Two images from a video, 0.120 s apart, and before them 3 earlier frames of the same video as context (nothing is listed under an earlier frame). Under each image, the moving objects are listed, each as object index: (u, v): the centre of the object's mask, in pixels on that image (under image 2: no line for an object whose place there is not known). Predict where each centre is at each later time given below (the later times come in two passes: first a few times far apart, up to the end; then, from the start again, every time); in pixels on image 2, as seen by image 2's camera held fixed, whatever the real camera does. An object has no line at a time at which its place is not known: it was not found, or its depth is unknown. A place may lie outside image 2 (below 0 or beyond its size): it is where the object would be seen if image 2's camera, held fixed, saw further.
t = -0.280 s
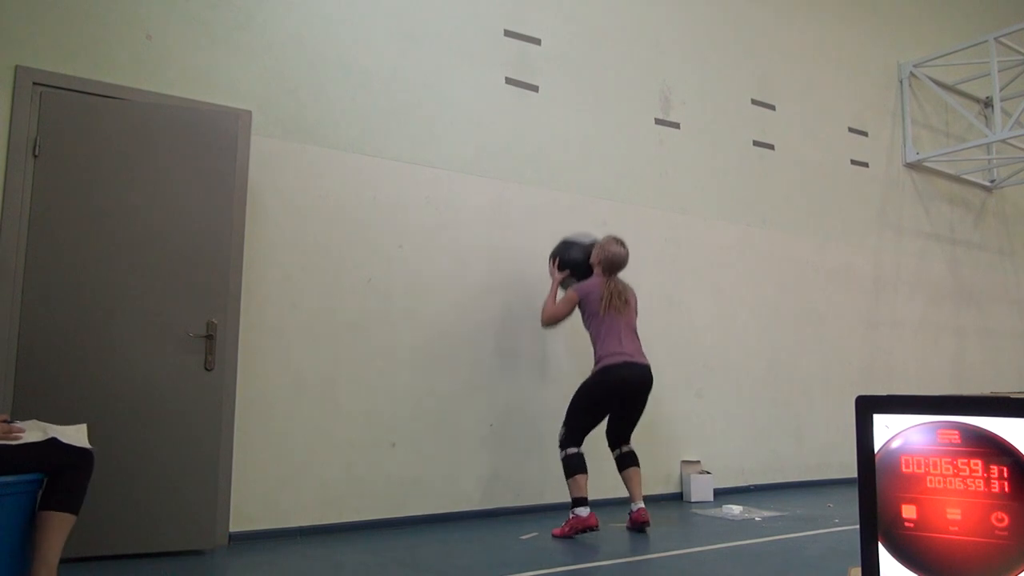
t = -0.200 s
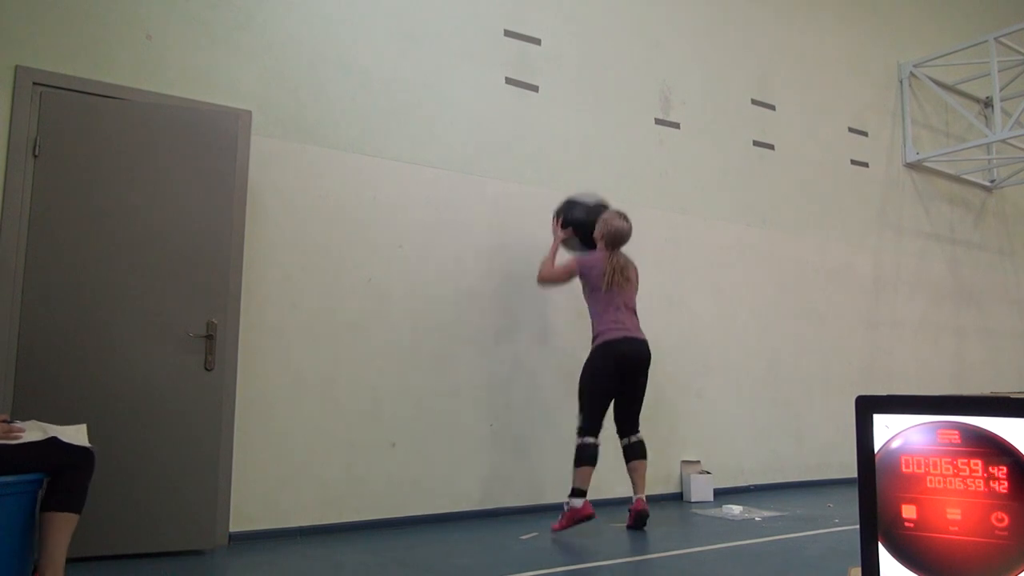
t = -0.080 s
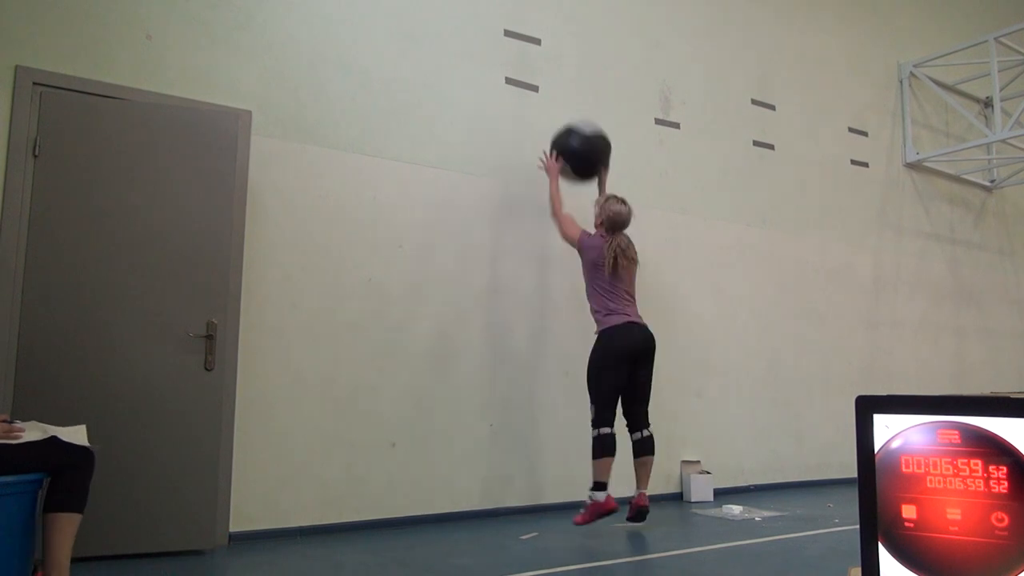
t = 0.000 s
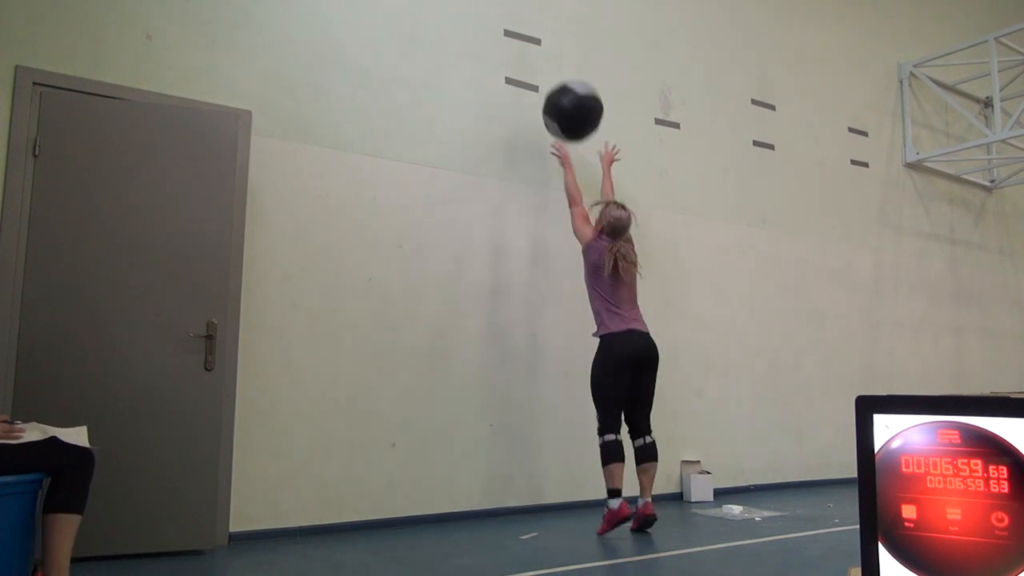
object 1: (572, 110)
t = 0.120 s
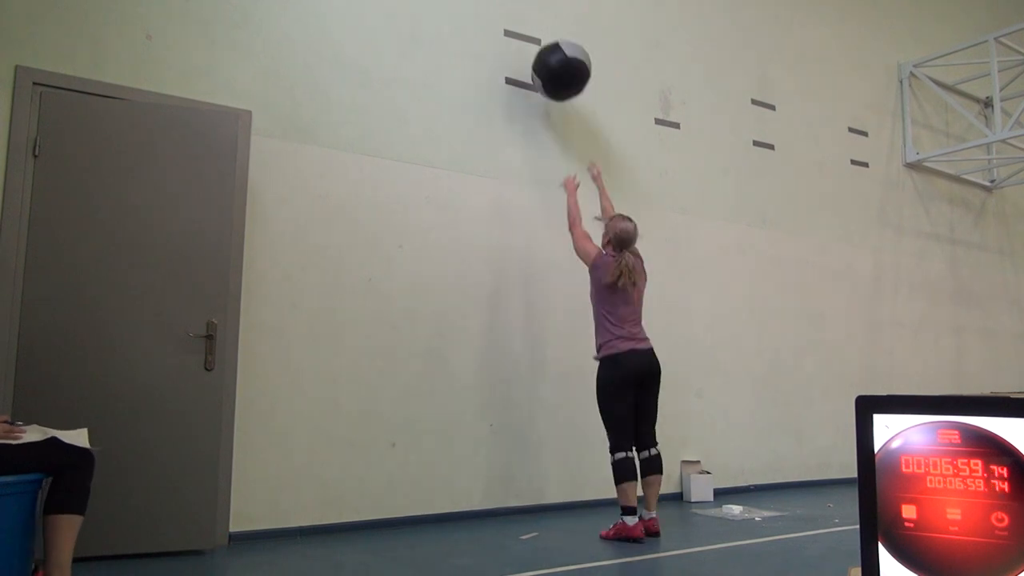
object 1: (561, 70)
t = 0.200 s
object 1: (553, 56)
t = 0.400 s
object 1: (550, 57)
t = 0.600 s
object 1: (559, 112)
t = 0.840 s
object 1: (571, 274)
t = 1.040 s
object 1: (582, 506)
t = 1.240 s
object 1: (577, 423)
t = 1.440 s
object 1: (570, 406)
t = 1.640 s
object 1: (564, 461)
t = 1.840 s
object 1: (556, 482)
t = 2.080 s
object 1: (546, 501)
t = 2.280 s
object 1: (544, 499)
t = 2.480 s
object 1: (547, 497)
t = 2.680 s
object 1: (551, 497)
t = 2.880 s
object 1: (552, 499)
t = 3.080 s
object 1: (551, 499)
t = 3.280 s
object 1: (551, 499)
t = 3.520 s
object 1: (551, 499)
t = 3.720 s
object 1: (551, 499)
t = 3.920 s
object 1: (551, 499)
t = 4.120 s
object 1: (551, 499)
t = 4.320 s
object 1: (551, 499)
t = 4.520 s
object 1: (551, 499)
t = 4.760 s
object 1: (551, 499)
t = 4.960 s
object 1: (551, 499)
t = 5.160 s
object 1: (551, 499)
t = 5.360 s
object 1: (551, 499)
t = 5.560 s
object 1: (551, 499)
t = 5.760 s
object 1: (551, 499)
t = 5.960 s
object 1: (551, 499)
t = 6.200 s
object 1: (551, 499)
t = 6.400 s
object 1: (551, 499)
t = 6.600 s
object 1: (551, 499)
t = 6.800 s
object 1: (551, 499)
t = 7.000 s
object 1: (551, 499)
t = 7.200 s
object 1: (551, 499)
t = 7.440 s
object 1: (551, 499)
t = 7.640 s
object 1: (551, 499)
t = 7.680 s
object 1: (551, 499)
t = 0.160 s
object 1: (557, 62)
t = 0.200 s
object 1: (553, 56)
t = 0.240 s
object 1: (550, 53)
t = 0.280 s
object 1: (546, 52)
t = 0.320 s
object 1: (546, 52)
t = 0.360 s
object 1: (548, 53)
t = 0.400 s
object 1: (550, 57)
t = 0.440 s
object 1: (552, 63)
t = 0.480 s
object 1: (554, 71)
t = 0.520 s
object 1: (556, 82)
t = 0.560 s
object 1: (558, 96)
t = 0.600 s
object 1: (559, 112)
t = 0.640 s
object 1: (561, 132)
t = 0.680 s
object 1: (563, 154)
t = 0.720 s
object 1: (565, 179)
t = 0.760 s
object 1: (567, 207)
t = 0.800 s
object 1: (569, 239)
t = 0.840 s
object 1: (571, 274)
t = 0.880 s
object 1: (573, 312)
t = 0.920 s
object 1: (573, 355)
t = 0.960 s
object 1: (577, 402)
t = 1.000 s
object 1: (580, 453)
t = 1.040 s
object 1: (582, 506)
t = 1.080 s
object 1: (582, 489)
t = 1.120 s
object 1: (581, 468)
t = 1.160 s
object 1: (579, 450)
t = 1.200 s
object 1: (578, 435)
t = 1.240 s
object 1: (577, 423)
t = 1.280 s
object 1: (575, 414)
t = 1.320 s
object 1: (574, 408)
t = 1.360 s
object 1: (573, 404)
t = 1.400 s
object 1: (572, 403)
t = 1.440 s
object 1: (570, 406)
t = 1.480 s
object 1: (569, 410)
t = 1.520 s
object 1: (568, 418)
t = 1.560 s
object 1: (567, 429)
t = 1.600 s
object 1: (566, 443)
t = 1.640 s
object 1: (564, 461)
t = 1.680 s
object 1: (563, 481)
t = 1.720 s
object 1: (562, 503)
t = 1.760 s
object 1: (560, 499)
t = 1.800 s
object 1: (558, 489)
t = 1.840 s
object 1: (556, 482)
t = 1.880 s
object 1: (555, 479)
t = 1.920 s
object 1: (553, 478)
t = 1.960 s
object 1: (551, 480)
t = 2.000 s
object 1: (549, 485)
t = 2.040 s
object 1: (547, 494)
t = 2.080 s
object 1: (546, 501)
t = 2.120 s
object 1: (545, 497)
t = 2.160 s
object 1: (545, 494)
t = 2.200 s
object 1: (545, 493)
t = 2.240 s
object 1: (544, 495)
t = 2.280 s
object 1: (544, 499)
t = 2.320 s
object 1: (544, 497)
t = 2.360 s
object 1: (545, 496)
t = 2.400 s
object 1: (545, 497)
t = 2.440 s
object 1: (546, 497)
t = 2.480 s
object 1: (547, 497)
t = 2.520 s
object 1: (548, 497)
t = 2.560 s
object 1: (549, 497)
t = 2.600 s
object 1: (550, 497)
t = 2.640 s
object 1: (550, 497)
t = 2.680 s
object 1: (551, 497)
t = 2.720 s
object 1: (551, 498)
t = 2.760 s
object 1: (552, 498)
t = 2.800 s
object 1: (552, 498)
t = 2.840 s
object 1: (552, 498)
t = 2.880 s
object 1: (552, 499)
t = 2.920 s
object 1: (552, 499)
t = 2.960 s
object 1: (551, 499)
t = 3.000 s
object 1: (551, 499)
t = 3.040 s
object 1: (551, 499)
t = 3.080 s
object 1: (551, 499)
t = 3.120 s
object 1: (551, 499)
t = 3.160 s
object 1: (551, 499)
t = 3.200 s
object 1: (551, 499)
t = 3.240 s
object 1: (551, 499)
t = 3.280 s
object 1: (551, 499)
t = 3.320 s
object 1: (551, 499)
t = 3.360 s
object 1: (551, 499)
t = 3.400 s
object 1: (551, 499)
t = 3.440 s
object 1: (551, 499)
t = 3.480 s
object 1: (551, 499)
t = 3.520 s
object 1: (551, 499)
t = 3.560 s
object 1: (551, 499)
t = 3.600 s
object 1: (551, 499)
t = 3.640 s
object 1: (551, 499)
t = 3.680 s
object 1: (551, 499)
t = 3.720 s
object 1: (551, 499)
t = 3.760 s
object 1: (551, 499)
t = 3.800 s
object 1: (551, 499)
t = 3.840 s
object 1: (551, 499)
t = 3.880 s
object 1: (551, 499)
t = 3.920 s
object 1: (551, 499)
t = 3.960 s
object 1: (551, 499)
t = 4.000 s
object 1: (551, 499)
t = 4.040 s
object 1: (551, 499)
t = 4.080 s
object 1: (551, 499)
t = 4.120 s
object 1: (551, 499)
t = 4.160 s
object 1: (551, 499)
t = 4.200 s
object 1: (551, 499)
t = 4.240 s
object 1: (551, 499)
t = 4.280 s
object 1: (551, 499)
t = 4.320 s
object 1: (551, 499)
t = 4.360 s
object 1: (551, 499)
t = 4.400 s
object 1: (551, 499)
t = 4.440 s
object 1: (551, 499)
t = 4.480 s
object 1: (551, 499)
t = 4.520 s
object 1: (551, 499)
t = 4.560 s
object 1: (551, 499)
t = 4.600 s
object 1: (551, 499)
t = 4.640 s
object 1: (551, 499)
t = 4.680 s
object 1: (551, 499)
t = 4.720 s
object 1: (551, 499)
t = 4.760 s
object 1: (551, 499)
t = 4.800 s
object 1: (551, 499)
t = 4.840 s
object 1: (551, 499)
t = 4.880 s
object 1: (551, 499)
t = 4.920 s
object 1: (551, 499)
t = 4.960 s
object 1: (551, 499)
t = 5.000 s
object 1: (551, 499)
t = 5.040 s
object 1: (551, 498)
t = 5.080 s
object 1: (551, 499)
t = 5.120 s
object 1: (551, 498)
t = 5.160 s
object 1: (551, 499)
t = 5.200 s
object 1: (551, 498)
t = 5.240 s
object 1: (551, 499)
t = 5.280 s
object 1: (551, 499)
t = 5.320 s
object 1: (551, 498)
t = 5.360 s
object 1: (551, 499)
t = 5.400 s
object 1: (551, 498)
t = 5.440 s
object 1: (551, 499)
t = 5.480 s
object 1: (551, 498)
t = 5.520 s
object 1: (551, 499)
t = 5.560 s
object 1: (551, 499)
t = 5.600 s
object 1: (551, 498)
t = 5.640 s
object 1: (551, 499)
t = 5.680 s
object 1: (551, 498)
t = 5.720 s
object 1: (551, 499)
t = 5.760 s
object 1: (551, 499)
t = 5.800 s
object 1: (551, 499)
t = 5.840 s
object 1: (551, 498)
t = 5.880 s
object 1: (551, 499)
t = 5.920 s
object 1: (551, 498)
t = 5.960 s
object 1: (551, 499)
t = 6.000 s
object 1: (551, 499)
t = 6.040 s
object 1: (551, 499)
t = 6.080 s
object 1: (551, 499)
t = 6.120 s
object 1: (551, 499)
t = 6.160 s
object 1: (551, 499)
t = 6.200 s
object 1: (551, 499)
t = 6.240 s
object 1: (551, 499)
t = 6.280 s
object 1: (551, 499)
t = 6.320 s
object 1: (551, 499)
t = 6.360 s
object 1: (551, 499)
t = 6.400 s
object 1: (551, 499)
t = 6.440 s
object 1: (551, 499)
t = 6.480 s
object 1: (551, 499)
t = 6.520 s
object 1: (551, 498)
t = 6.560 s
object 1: (551, 499)
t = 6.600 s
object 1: (551, 499)
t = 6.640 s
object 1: (551, 499)
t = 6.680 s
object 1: (551, 498)
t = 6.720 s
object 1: (551, 499)
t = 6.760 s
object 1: (551, 499)
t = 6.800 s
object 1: (551, 499)
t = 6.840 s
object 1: (551, 499)
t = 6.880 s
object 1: (551, 499)
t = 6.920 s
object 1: (551, 499)
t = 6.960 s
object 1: (551, 499)
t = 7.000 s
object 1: (551, 499)
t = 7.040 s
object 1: (551, 499)
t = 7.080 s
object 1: (551, 499)
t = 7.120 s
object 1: (551, 499)
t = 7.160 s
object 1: (551, 499)
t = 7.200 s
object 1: (551, 499)
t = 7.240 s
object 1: (551, 499)
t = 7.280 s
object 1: (551, 499)
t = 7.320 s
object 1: (551, 499)
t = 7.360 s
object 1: (551, 499)
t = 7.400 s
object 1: (551, 499)
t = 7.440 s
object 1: (551, 499)
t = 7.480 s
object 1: (551, 499)
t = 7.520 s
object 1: (551, 499)
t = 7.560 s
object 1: (551, 499)
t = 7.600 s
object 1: (551, 499)
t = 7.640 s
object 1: (551, 499)
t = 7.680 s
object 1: (551, 499)
